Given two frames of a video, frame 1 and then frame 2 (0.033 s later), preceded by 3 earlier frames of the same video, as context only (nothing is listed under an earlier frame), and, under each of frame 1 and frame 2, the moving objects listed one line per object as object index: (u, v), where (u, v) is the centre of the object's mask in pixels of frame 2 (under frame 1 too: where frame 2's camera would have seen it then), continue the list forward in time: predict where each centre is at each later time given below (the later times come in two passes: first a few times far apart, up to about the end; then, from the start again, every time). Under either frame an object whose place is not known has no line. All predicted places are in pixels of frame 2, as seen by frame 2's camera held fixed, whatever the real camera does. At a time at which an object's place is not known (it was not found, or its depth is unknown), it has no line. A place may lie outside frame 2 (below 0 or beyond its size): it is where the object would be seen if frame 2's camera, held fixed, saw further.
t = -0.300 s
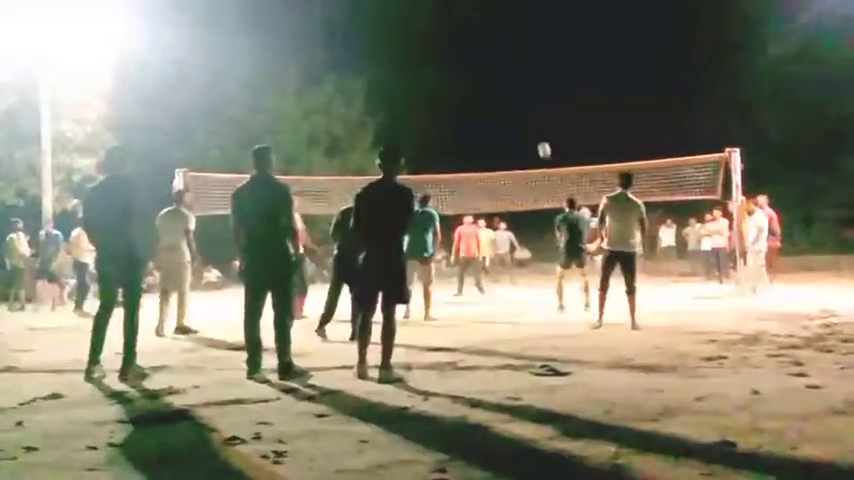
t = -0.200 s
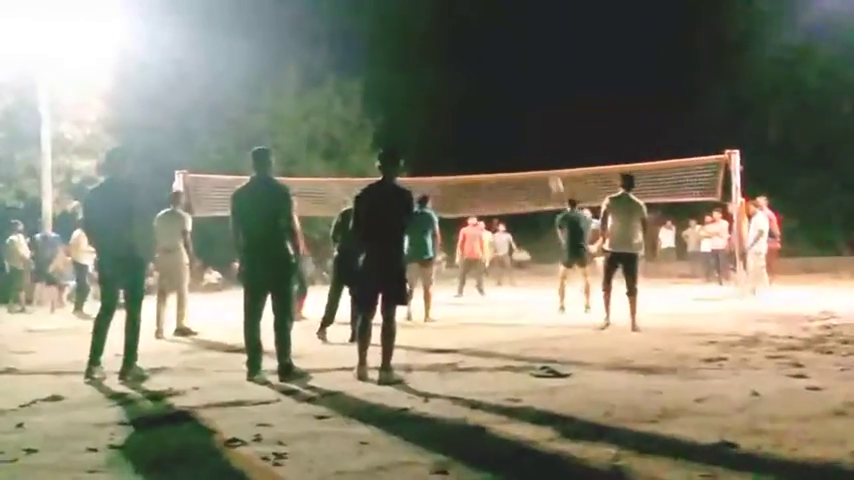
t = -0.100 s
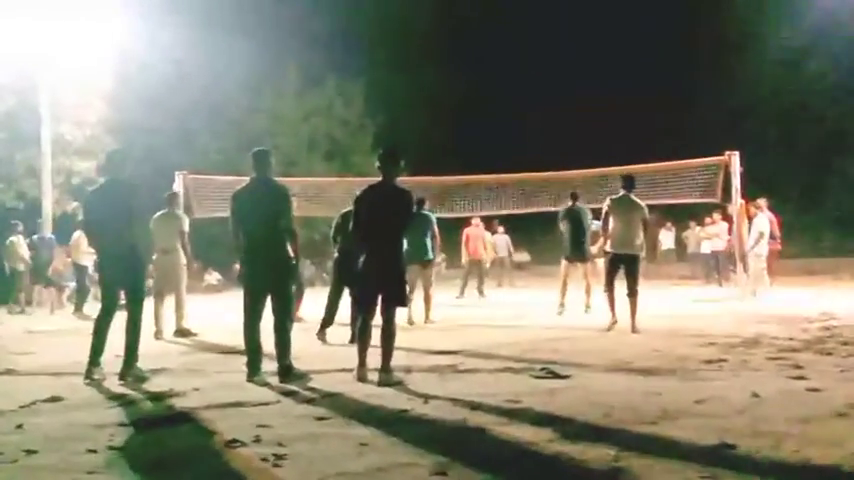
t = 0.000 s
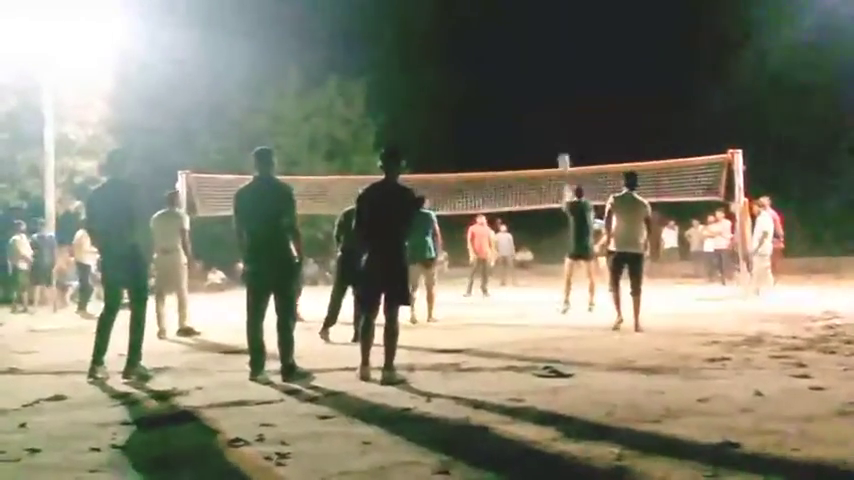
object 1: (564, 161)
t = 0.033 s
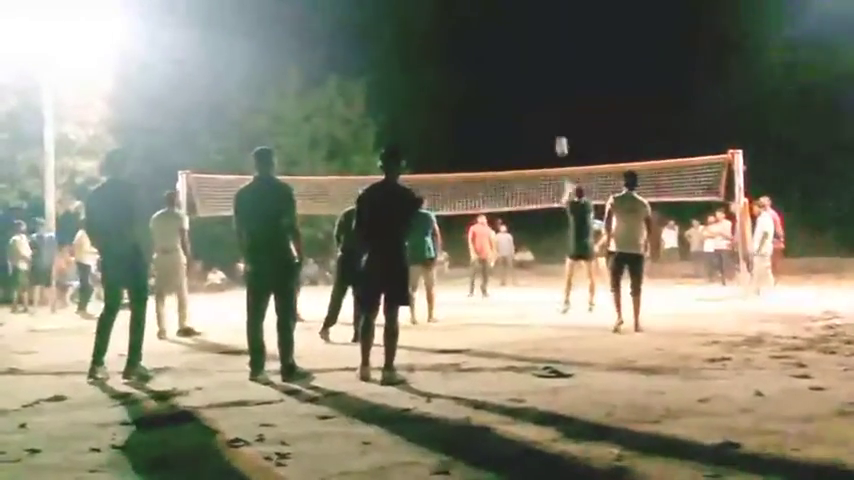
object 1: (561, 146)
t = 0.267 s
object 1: (547, 61)
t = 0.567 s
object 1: (534, 13)
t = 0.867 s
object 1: (523, 17)
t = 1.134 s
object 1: (519, 51)
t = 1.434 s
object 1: (514, 119)
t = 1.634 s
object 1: (512, 175)
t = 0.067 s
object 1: (559, 131)
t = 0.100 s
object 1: (556, 118)
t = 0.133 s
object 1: (554, 104)
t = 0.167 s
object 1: (552, 93)
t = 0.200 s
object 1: (550, 82)
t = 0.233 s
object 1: (548, 71)
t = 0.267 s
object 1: (547, 61)
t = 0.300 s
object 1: (546, 53)
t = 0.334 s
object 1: (544, 45)
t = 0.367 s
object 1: (542, 38)
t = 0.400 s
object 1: (540, 32)
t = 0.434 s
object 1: (539, 27)
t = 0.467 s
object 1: (538, 22)
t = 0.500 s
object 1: (537, 19)
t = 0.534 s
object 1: (535, 15)
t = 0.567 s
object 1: (534, 13)
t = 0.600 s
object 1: (533, 11)
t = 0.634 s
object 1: (532, 10)
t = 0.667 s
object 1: (531, 9)
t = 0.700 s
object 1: (529, 10)
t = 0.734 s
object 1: (528, 10)
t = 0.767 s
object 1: (527, 11)
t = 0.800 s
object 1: (526, 12)
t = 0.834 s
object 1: (524, 14)
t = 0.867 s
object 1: (523, 17)
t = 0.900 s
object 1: (523, 20)
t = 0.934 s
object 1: (522, 23)
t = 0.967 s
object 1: (521, 27)
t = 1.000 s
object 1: (520, 31)
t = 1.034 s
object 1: (520, 35)
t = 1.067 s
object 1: (519, 40)
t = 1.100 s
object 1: (519, 45)
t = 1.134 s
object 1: (519, 51)
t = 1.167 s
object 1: (518, 58)
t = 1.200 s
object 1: (517, 64)
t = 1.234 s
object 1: (516, 71)
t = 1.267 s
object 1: (516, 78)
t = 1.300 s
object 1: (515, 86)
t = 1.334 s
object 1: (515, 93)
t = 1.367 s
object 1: (515, 102)
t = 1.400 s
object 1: (514, 109)
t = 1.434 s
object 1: (514, 119)
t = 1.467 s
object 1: (514, 128)
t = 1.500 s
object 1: (513, 137)
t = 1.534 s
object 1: (512, 146)
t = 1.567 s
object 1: (513, 156)
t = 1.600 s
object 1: (512, 165)
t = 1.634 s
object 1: (512, 175)
